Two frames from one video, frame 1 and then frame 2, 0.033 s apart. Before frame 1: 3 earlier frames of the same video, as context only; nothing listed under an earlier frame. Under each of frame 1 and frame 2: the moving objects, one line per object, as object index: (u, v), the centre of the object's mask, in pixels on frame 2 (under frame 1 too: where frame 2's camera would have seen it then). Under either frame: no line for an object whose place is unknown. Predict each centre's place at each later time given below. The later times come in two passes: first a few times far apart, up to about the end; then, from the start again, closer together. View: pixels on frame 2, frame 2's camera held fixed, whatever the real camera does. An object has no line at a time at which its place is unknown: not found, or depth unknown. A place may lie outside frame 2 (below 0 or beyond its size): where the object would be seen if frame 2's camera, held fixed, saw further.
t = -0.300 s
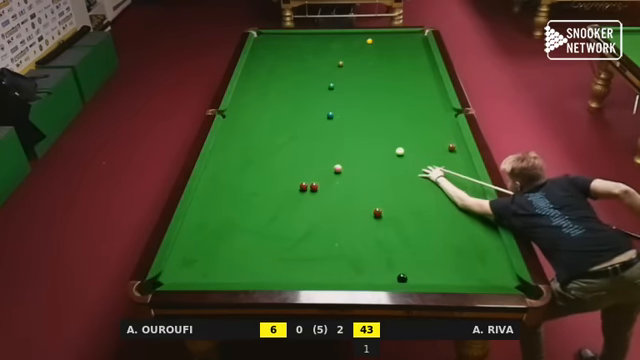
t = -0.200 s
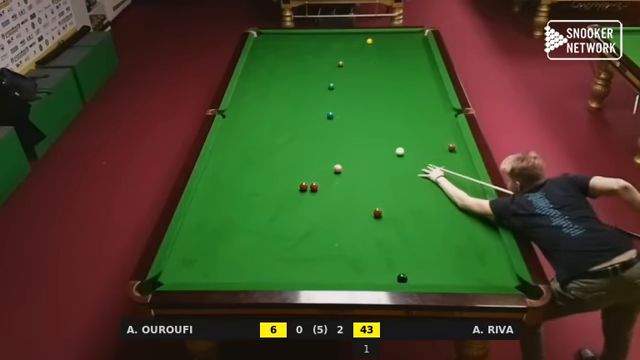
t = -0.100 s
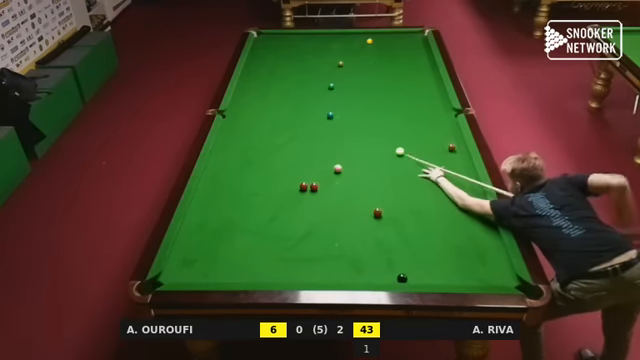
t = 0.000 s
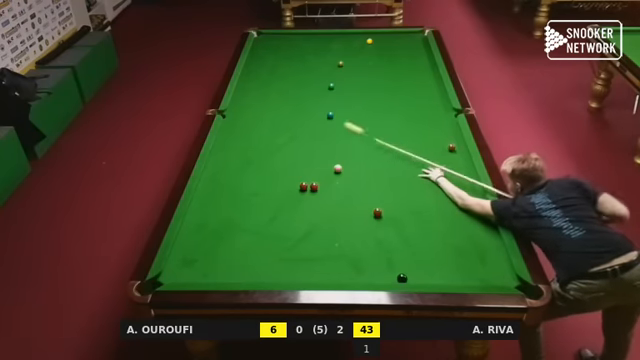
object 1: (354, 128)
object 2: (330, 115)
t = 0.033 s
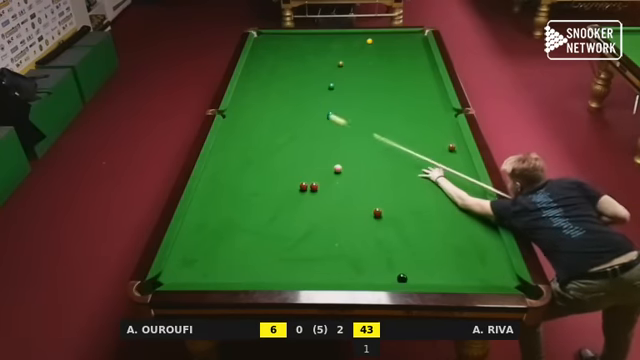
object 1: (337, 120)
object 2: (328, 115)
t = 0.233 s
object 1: (284, 123)
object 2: (302, 75)
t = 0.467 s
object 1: (235, 130)
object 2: (280, 42)
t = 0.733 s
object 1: (248, 143)
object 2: (257, 51)
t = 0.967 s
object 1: (276, 155)
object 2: (252, 70)
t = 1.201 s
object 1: (305, 169)
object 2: (256, 90)
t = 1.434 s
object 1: (335, 183)
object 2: (261, 113)
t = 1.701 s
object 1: (373, 200)
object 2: (267, 143)
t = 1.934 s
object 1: (409, 216)
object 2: (274, 175)
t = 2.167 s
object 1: (447, 233)
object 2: (281, 212)
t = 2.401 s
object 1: (489, 251)
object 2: (291, 257)
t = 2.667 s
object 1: (488, 267)
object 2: (316, 254)
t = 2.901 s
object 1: (468, 277)
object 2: (339, 223)
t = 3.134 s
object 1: (447, 277)
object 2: (360, 197)
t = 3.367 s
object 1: (428, 271)
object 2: (377, 175)
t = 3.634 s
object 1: (408, 264)
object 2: (395, 153)
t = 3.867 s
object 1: (391, 259)
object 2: (408, 136)
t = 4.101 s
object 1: (376, 254)
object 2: (421, 120)
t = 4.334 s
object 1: (363, 250)
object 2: (432, 107)
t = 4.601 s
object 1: (349, 246)
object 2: (443, 93)
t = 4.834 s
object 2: (433, 84)
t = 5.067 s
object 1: (328, 238)
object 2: (423, 76)
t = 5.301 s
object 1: (319, 236)
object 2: (415, 69)
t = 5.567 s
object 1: (310, 233)
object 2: (405, 62)
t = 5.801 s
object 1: (303, 231)
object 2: (398, 56)
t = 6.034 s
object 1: (297, 230)
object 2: (391, 50)
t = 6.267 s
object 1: (292, 228)
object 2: (386, 45)
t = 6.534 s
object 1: (287, 227)
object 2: (380, 40)
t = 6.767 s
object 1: (284, 226)
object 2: (375, 36)
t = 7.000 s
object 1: (281, 225)
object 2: (371, 34)
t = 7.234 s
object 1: (279, 225)
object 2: (368, 35)
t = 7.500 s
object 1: (278, 225)
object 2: (364, 38)
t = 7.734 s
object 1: (278, 225)
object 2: (362, 41)
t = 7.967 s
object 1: (278, 225)
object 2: (360, 43)
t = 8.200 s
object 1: (278, 225)
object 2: (359, 45)
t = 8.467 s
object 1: (278, 225)
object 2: (356, 47)
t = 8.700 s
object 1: (278, 225)
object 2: (355, 49)
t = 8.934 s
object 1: (278, 225)
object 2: (353, 50)
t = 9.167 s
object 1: (278, 225)
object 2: (352, 52)
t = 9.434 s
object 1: (278, 225)
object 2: (351, 53)
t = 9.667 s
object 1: (278, 225)
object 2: (350, 54)
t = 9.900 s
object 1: (278, 225)
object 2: (349, 54)
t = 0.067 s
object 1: (326, 118)
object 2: (326, 109)
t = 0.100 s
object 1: (317, 119)
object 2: (321, 102)
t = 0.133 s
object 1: (308, 120)
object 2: (316, 94)
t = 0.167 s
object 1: (300, 121)
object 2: (311, 87)
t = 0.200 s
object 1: (292, 122)
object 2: (307, 81)
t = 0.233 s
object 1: (284, 123)
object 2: (302, 75)
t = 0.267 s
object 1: (277, 124)
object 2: (299, 70)
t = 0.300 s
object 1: (270, 125)
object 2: (295, 64)
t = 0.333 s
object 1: (263, 126)
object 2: (292, 59)
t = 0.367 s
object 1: (256, 127)
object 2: (289, 54)
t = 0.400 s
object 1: (249, 128)
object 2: (286, 50)
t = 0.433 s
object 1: (242, 129)
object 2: (283, 45)
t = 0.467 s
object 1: (235, 130)
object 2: (280, 42)
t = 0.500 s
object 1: (228, 130)
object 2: (277, 38)
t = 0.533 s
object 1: (222, 132)
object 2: (275, 35)
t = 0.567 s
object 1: (226, 133)
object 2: (273, 35)
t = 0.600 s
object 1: (231, 136)
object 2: (270, 37)
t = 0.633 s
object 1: (236, 137)
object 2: (266, 41)
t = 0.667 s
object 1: (240, 139)
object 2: (263, 44)
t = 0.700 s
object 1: (245, 141)
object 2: (260, 47)
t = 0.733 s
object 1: (248, 143)
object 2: (257, 51)
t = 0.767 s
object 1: (252, 145)
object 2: (252, 54)
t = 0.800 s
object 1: (256, 146)
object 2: (249, 57)
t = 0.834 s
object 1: (260, 148)
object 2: (249, 60)
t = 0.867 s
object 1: (264, 150)
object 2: (250, 62)
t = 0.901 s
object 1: (268, 152)
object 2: (251, 65)
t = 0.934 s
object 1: (272, 154)
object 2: (251, 68)
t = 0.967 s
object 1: (276, 155)
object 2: (252, 70)
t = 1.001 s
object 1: (280, 157)
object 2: (252, 73)
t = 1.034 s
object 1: (284, 159)
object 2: (253, 76)
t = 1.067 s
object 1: (288, 161)
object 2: (253, 78)
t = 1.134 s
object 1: (296, 165)
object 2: (255, 84)
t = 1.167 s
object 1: (300, 167)
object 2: (255, 87)
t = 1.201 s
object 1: (305, 169)
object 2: (256, 90)
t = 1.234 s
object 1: (309, 171)
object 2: (257, 93)
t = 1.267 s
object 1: (313, 172)
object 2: (257, 96)
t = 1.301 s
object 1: (318, 175)
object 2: (258, 100)
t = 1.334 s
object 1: (322, 176)
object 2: (259, 103)
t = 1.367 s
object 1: (326, 179)
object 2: (259, 106)
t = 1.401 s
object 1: (331, 181)
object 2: (260, 110)
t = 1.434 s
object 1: (335, 183)
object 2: (261, 113)
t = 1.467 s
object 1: (340, 185)
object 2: (261, 117)
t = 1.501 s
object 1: (345, 187)
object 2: (262, 120)
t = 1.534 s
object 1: (350, 189)
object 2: (263, 124)
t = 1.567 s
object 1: (354, 191)
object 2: (264, 128)
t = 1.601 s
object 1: (359, 193)
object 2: (265, 132)
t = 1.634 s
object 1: (363, 195)
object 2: (265, 135)
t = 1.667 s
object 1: (368, 198)
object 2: (266, 139)
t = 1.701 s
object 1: (373, 200)
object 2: (267, 143)
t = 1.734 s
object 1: (378, 202)
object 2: (268, 147)
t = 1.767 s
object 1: (383, 204)
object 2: (269, 152)
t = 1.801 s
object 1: (388, 206)
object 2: (270, 156)
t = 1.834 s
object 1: (393, 209)
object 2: (271, 160)
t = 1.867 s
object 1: (398, 211)
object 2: (272, 165)
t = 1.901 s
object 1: (403, 213)
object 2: (273, 170)
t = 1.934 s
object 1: (409, 216)
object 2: (274, 175)
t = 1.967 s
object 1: (414, 218)
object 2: (275, 179)
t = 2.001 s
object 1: (419, 221)
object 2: (276, 185)
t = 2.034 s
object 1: (424, 223)
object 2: (277, 190)
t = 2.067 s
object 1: (430, 226)
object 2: (278, 195)
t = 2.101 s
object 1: (436, 228)
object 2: (279, 201)
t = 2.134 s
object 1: (441, 231)
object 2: (280, 206)
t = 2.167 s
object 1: (447, 233)
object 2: (281, 212)
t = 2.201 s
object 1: (453, 236)
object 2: (283, 218)
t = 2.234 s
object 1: (459, 238)
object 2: (284, 224)
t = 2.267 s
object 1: (464, 241)
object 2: (286, 230)
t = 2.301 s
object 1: (470, 244)
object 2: (287, 236)
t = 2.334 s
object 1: (476, 246)
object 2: (288, 243)
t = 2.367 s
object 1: (482, 249)
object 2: (290, 250)
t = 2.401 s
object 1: (489, 251)
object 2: (291, 257)
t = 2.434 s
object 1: (495, 254)
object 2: (293, 264)
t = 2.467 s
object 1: (501, 257)
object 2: (294, 272)
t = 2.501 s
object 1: (504, 260)
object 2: (296, 277)
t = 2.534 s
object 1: (500, 261)
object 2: (300, 275)
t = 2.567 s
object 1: (497, 263)
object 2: (305, 270)
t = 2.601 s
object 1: (494, 264)
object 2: (309, 264)
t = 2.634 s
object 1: (491, 265)
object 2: (313, 259)
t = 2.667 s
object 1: (488, 267)
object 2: (316, 254)
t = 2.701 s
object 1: (485, 268)
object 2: (320, 249)
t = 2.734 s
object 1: (482, 270)
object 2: (323, 245)
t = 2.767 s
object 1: (479, 271)
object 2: (327, 240)
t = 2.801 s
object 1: (476, 273)
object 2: (330, 236)
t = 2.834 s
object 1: (474, 274)
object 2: (333, 231)
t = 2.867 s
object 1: (471, 276)
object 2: (336, 227)
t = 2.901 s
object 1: (468, 277)
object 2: (339, 223)
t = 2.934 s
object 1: (464, 278)
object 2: (342, 220)
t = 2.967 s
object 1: (462, 279)
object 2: (345, 216)
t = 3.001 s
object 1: (459, 280)
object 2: (348, 212)
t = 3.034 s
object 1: (456, 279)
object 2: (351, 208)
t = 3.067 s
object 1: (453, 278)
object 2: (354, 204)
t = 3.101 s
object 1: (450, 277)
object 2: (357, 201)
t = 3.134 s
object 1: (447, 277)
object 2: (360, 197)
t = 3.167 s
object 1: (444, 276)
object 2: (362, 194)
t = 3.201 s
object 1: (441, 275)
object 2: (365, 191)
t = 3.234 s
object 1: (438, 275)
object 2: (368, 187)
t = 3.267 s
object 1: (436, 273)
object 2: (370, 184)
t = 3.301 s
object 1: (433, 272)
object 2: (373, 181)
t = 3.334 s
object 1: (430, 271)
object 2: (375, 178)
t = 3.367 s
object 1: (428, 271)
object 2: (377, 175)
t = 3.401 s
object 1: (425, 270)
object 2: (380, 172)
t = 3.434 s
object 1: (422, 269)
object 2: (382, 169)
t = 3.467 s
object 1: (419, 268)
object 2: (384, 166)
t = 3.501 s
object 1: (417, 267)
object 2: (386, 164)
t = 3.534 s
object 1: (415, 266)
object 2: (388, 160)
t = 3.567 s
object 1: (412, 266)
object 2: (391, 158)
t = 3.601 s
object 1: (410, 265)
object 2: (393, 155)
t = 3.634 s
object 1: (408, 264)
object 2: (395, 153)
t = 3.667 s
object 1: (405, 263)
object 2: (397, 150)
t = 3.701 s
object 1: (403, 262)
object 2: (399, 147)
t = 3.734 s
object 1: (400, 261)
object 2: (401, 145)
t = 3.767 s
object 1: (398, 261)
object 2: (403, 142)
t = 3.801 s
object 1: (396, 260)
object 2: (405, 140)
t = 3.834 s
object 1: (393, 259)
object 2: (407, 138)
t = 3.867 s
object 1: (391, 259)
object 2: (408, 136)
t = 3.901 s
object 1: (389, 258)
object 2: (410, 133)
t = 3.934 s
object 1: (387, 257)
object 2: (412, 131)
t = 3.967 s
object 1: (385, 257)
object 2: (414, 129)
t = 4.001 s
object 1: (382, 256)
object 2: (416, 126)
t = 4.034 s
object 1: (380, 256)
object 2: (418, 124)
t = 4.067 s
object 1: (378, 255)
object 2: (419, 122)
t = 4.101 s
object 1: (376, 254)
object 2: (421, 120)
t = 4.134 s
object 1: (374, 254)
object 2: (423, 118)
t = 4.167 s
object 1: (373, 253)
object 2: (424, 116)
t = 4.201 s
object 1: (370, 252)
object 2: (426, 114)
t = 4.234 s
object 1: (369, 251)
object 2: (427, 112)
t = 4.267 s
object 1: (367, 250)
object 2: (429, 110)
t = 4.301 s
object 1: (365, 250)
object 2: (430, 109)
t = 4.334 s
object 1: (363, 250)
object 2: (432, 107)
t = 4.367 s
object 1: (361, 249)
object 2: (433, 105)
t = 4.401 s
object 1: (359, 248)
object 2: (435, 103)
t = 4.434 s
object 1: (357, 248)
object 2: (436, 101)
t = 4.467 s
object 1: (356, 247)
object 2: (438, 99)
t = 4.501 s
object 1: (354, 247)
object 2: (439, 98)
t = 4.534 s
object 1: (352, 246)
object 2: (440, 96)
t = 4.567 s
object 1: (350, 246)
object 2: (442, 94)
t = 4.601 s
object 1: (349, 246)
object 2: (443, 93)
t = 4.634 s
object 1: (345, 245)
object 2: (442, 91)
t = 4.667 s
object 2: (440, 90)
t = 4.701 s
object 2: (439, 88)
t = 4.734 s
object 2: (437, 87)
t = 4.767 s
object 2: (436, 86)
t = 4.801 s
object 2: (434, 85)
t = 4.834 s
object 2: (433, 84)
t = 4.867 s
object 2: (432, 83)
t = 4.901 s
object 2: (430, 82)
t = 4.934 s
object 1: (335, 237)
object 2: (429, 81)
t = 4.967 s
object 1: (332, 238)
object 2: (428, 79)
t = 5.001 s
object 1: (330, 239)
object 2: (426, 78)
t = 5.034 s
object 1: (329, 239)
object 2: (425, 77)
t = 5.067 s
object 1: (328, 238)
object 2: (423, 76)
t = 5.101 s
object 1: (326, 238)
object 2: (422, 75)
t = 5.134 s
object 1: (325, 237)
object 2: (421, 74)
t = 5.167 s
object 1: (324, 237)
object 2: (420, 73)
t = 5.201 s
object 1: (322, 237)
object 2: (418, 72)
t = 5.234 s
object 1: (321, 237)
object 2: (417, 71)
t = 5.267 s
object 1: (320, 236)
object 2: (416, 70)
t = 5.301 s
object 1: (319, 236)
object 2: (415, 69)
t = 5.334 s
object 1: (317, 236)
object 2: (413, 68)
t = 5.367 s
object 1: (316, 235)
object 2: (412, 67)
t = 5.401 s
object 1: (315, 235)
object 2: (411, 66)
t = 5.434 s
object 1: (314, 235)
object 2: (410, 65)
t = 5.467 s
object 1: (313, 234)
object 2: (409, 65)
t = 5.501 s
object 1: (312, 234)
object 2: (408, 63)
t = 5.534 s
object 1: (311, 233)
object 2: (406, 62)
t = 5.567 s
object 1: (310, 233)
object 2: (405, 62)
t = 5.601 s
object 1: (308, 233)
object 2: (404, 61)
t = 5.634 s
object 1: (307, 233)
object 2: (403, 60)
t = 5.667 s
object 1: (306, 232)
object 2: (403, 59)
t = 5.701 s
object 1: (305, 232)
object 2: (402, 58)
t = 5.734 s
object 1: (304, 232)
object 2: (401, 57)
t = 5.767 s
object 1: (304, 232)
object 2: (399, 56)
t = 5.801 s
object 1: (303, 231)
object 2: (398, 56)
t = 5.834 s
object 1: (302, 231)
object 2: (397, 55)
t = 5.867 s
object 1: (301, 231)
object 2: (396, 54)
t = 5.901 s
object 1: (300, 231)
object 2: (395, 53)
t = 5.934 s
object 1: (299, 230)
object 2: (394, 53)
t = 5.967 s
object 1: (298, 230)
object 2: (393, 52)
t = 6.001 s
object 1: (297, 230)
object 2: (393, 51)
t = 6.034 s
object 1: (297, 230)
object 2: (391, 50)
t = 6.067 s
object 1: (296, 230)
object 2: (391, 49)
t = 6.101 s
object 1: (295, 229)
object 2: (390, 49)
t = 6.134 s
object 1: (294, 229)
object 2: (389, 48)
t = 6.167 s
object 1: (294, 229)
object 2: (388, 47)
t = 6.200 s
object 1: (293, 228)
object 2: (388, 47)
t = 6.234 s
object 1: (292, 228)
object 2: (387, 46)
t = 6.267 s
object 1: (292, 228)
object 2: (386, 45)
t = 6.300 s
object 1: (291, 228)
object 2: (386, 45)
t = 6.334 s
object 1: (290, 228)
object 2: (384, 44)
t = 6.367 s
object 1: (290, 228)
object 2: (384, 43)
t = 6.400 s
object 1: (289, 227)
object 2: (383, 43)
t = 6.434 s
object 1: (289, 227)
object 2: (382, 42)
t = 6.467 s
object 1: (288, 227)
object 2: (381, 41)
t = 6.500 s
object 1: (288, 227)
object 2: (380, 41)
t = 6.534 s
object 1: (287, 227)
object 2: (380, 40)
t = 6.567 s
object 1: (286, 227)
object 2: (379, 39)
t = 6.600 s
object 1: (286, 227)
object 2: (378, 39)
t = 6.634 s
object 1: (285, 227)
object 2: (378, 38)
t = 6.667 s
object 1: (285, 226)
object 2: (377, 37)
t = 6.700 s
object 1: (284, 226)
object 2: (376, 37)
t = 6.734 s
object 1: (284, 226)
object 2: (375, 36)
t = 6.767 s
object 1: (284, 226)
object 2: (375, 36)
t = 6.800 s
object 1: (283, 226)
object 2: (374, 35)
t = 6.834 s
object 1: (283, 226)
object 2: (373, 35)
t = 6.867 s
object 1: (282, 226)
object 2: (372, 34)
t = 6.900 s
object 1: (282, 226)
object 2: (371, 34)
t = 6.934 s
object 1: (282, 226)
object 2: (371, 34)
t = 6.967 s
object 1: (281, 226)
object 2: (371, 34)
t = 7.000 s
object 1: (281, 225)
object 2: (371, 34)
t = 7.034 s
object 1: (281, 226)
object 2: (370, 34)
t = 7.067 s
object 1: (280, 225)
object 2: (370, 34)
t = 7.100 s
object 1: (280, 225)
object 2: (370, 34)
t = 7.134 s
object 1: (280, 225)
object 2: (370, 35)
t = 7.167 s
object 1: (280, 225)
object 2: (370, 35)
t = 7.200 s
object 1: (279, 225)
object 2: (369, 35)
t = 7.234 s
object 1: (279, 225)
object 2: (368, 35)
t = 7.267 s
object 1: (279, 225)
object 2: (368, 35)
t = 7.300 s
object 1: (279, 225)
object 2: (368, 36)
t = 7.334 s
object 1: (279, 225)
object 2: (367, 36)
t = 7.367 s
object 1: (278, 225)
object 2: (366, 36)
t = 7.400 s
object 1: (278, 225)
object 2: (366, 37)
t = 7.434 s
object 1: (278, 225)
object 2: (366, 37)
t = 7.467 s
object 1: (278, 225)
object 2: (364, 38)
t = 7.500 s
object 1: (278, 225)
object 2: (364, 38)
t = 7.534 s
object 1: (278, 225)
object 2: (364, 39)
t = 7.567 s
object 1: (278, 225)
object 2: (364, 39)
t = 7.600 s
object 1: (278, 225)
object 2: (364, 39)
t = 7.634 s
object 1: (278, 225)
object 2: (363, 40)
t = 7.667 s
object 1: (278, 225)
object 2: (363, 40)
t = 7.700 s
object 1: (278, 225)
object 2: (363, 40)
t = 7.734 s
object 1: (278, 225)
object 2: (362, 41)
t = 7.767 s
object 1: (278, 225)
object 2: (362, 41)
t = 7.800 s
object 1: (278, 225)
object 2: (362, 42)
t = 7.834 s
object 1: (278, 225)
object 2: (362, 42)
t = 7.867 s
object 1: (278, 225)
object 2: (361, 42)
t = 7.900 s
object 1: (278, 225)
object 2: (361, 42)
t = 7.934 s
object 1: (278, 225)
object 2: (361, 43)
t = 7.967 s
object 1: (278, 225)
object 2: (360, 43)
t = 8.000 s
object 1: (278, 225)
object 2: (360, 43)
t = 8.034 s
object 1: (278, 225)
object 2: (360, 44)
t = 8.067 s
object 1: (278, 225)
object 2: (360, 44)
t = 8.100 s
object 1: (278, 225)
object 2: (360, 44)
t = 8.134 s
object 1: (278, 225)
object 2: (359, 44)
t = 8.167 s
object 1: (278, 225)
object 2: (359, 44)
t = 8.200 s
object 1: (278, 225)
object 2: (359, 45)
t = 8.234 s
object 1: (278, 225)
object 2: (359, 45)
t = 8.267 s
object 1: (278, 225)
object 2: (359, 45)
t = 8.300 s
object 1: (278, 225)
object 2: (357, 46)
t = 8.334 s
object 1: (278, 225)
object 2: (357, 46)
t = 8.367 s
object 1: (278, 225)
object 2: (357, 46)
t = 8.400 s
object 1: (278, 225)
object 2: (356, 47)
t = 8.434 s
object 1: (278, 225)
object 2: (356, 47)
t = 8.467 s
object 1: (278, 225)
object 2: (356, 47)
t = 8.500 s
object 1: (278, 225)
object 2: (356, 47)
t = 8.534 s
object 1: (278, 225)
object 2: (356, 48)
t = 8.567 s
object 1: (278, 225)
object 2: (355, 48)
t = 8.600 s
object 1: (278, 225)
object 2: (355, 48)
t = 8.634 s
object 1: (278, 225)
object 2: (355, 48)
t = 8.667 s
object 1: (278, 225)
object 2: (355, 49)
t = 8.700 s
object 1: (278, 225)
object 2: (355, 49)
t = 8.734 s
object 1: (278, 225)
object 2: (354, 49)
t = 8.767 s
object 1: (278, 225)
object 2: (354, 49)
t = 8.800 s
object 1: (278, 225)
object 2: (354, 49)
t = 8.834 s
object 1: (278, 225)
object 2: (353, 50)
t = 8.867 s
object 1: (278, 225)
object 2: (353, 50)
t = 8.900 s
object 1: (278, 225)
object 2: (353, 50)
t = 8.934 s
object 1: (278, 225)
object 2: (353, 50)
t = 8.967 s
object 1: (278, 225)
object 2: (353, 50)
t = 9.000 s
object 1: (278, 225)
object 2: (353, 51)
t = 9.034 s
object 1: (278, 225)
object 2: (353, 51)
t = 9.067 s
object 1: (278, 225)
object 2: (352, 51)
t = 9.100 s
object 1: (278, 225)
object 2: (352, 51)
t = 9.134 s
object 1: (278, 225)
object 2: (352, 52)
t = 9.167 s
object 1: (278, 225)
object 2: (352, 52)
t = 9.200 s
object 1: (278, 225)
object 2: (351, 52)
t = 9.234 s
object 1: (278, 225)
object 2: (351, 52)
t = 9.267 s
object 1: (278, 225)
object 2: (351, 52)
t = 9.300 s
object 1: (278, 225)
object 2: (351, 52)
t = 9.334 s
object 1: (278, 225)
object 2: (351, 52)
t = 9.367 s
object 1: (278, 225)
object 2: (351, 53)
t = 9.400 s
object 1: (278, 225)
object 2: (351, 53)
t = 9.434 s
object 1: (278, 225)
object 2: (351, 53)
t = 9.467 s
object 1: (278, 225)
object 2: (351, 53)
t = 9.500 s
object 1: (278, 225)
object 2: (351, 53)
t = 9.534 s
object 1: (278, 225)
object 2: (350, 53)
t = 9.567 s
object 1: (278, 225)
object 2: (350, 53)
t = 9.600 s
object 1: (278, 225)
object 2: (350, 53)
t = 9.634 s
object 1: (278, 225)
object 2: (350, 54)
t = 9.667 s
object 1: (278, 225)
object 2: (350, 54)
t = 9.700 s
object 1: (278, 225)
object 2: (350, 54)
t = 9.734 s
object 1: (278, 225)
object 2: (350, 54)
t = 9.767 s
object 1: (278, 225)
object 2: (350, 54)
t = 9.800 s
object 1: (278, 225)
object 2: (349, 54)
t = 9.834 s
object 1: (278, 225)
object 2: (349, 54)
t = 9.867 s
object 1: (278, 225)
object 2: (349, 54)
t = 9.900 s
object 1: (278, 225)
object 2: (349, 54)
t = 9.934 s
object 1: (278, 225)
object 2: (349, 54)
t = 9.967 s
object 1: (278, 225)
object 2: (349, 55)
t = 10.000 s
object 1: (278, 225)
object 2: (349, 55)
